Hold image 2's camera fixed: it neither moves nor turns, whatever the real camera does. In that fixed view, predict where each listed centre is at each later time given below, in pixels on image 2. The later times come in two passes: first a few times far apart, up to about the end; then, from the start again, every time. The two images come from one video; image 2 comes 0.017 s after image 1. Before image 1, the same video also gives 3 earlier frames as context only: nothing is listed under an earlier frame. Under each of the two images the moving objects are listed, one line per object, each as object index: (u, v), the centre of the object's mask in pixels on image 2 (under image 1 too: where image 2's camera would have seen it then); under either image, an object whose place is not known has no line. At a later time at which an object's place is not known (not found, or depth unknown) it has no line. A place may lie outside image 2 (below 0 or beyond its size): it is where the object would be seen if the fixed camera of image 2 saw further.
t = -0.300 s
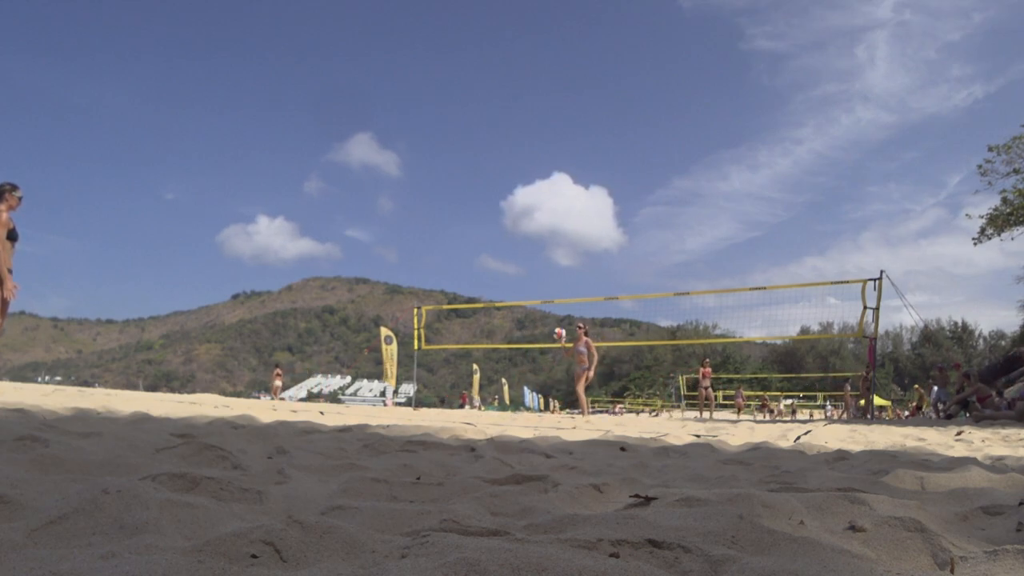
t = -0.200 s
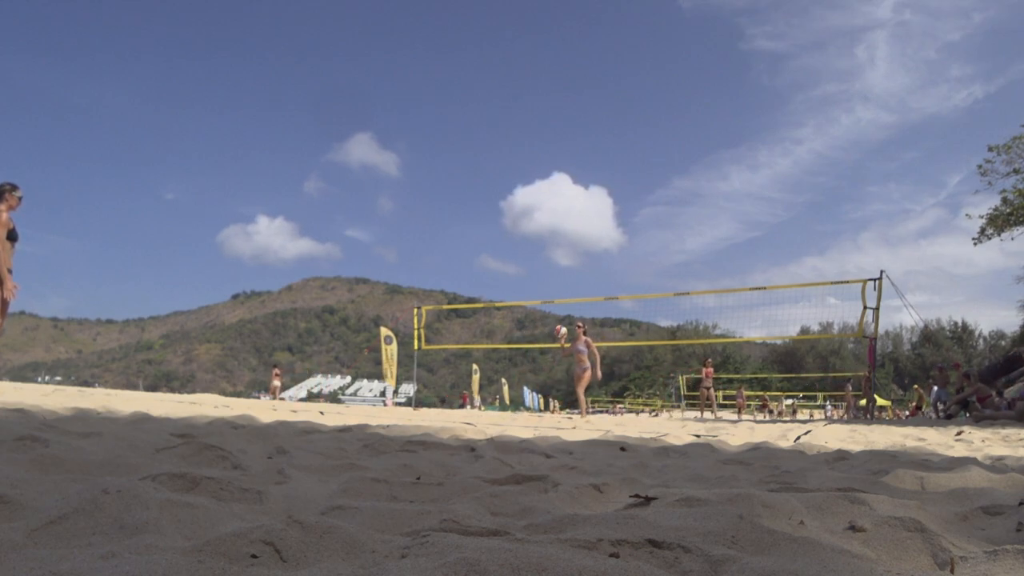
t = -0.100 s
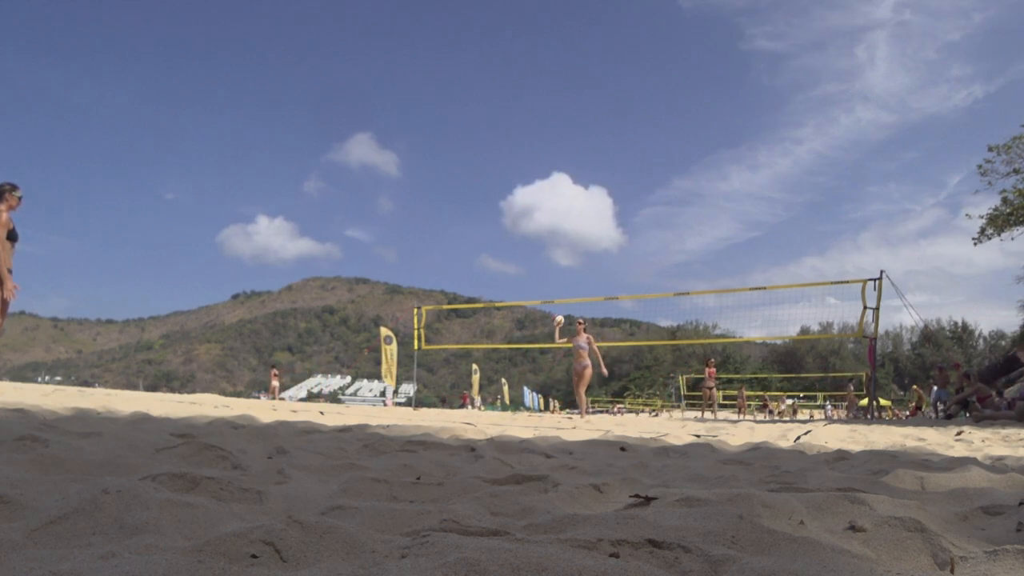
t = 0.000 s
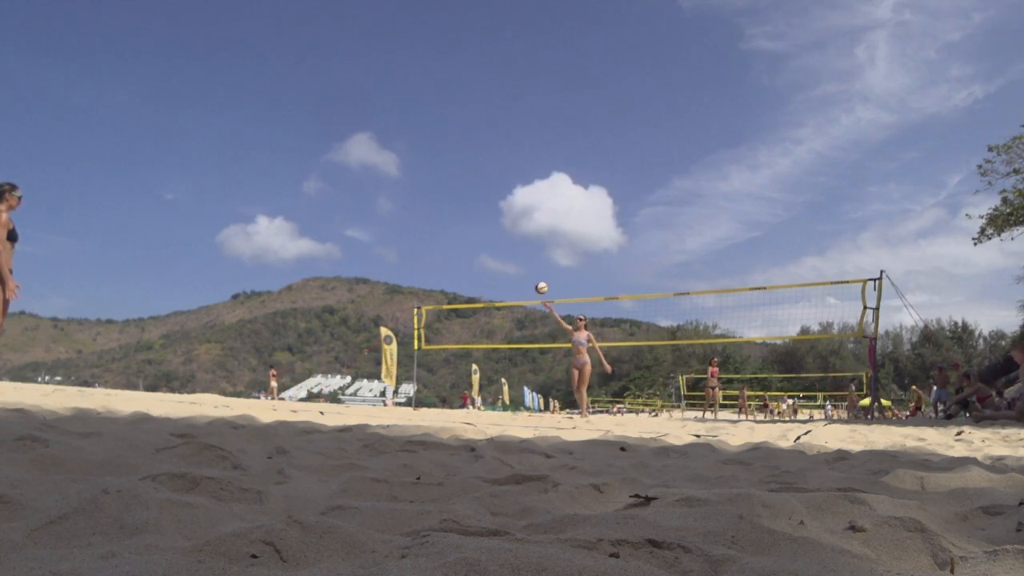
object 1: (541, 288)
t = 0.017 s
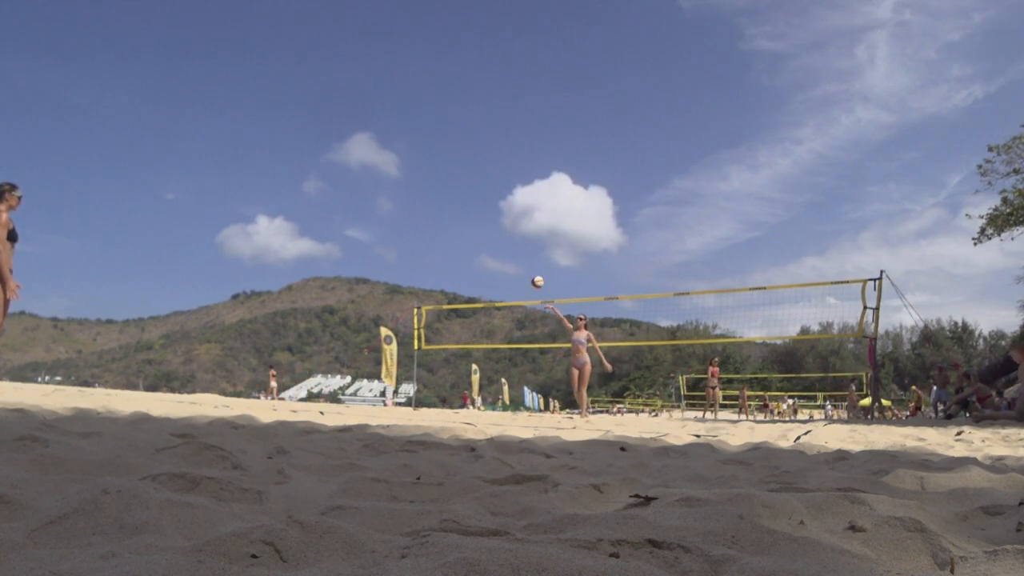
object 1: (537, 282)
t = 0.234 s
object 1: (481, 215)
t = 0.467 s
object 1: (408, 163)
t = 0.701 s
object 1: (312, 139)
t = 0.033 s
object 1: (533, 276)
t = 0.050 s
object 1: (529, 270)
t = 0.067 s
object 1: (525, 265)
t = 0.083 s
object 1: (521, 260)
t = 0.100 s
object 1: (517, 255)
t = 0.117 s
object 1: (513, 249)
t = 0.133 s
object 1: (508, 243)
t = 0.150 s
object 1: (504, 238)
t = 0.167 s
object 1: (500, 234)
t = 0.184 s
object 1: (495, 229)
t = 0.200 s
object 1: (491, 224)
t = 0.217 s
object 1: (486, 220)
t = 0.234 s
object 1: (481, 215)
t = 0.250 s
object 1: (476, 211)
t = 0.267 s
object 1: (472, 207)
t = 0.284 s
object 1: (467, 203)
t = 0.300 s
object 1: (462, 198)
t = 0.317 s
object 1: (457, 194)
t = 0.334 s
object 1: (452, 190)
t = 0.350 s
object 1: (446, 186)
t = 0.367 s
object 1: (441, 182)
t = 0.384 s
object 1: (436, 178)
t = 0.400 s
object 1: (431, 175)
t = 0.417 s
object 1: (425, 171)
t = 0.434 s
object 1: (420, 169)
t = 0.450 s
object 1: (414, 165)
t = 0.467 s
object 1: (408, 163)
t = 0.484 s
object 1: (402, 159)
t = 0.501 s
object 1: (396, 157)
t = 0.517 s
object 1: (390, 155)
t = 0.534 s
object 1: (384, 152)
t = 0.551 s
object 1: (378, 150)
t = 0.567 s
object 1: (371, 149)
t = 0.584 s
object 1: (364, 146)
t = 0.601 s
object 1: (356, 144)
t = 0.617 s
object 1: (350, 144)
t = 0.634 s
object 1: (342, 143)
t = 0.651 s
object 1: (335, 142)
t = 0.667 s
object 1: (327, 141)
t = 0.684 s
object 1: (320, 140)
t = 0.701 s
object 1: (312, 139)
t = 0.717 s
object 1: (304, 138)
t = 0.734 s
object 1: (296, 138)
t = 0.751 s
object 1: (287, 138)
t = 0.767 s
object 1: (279, 138)
